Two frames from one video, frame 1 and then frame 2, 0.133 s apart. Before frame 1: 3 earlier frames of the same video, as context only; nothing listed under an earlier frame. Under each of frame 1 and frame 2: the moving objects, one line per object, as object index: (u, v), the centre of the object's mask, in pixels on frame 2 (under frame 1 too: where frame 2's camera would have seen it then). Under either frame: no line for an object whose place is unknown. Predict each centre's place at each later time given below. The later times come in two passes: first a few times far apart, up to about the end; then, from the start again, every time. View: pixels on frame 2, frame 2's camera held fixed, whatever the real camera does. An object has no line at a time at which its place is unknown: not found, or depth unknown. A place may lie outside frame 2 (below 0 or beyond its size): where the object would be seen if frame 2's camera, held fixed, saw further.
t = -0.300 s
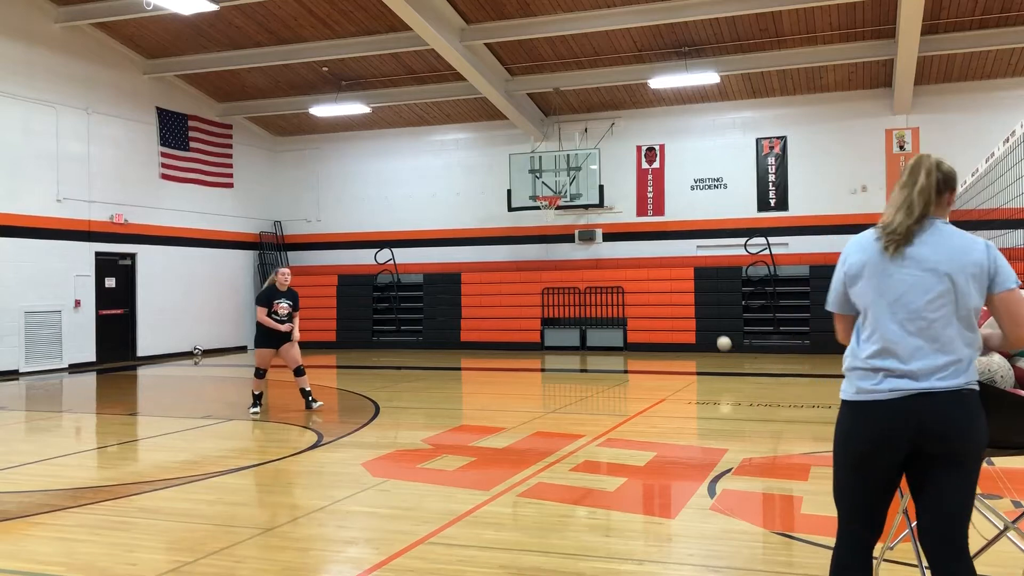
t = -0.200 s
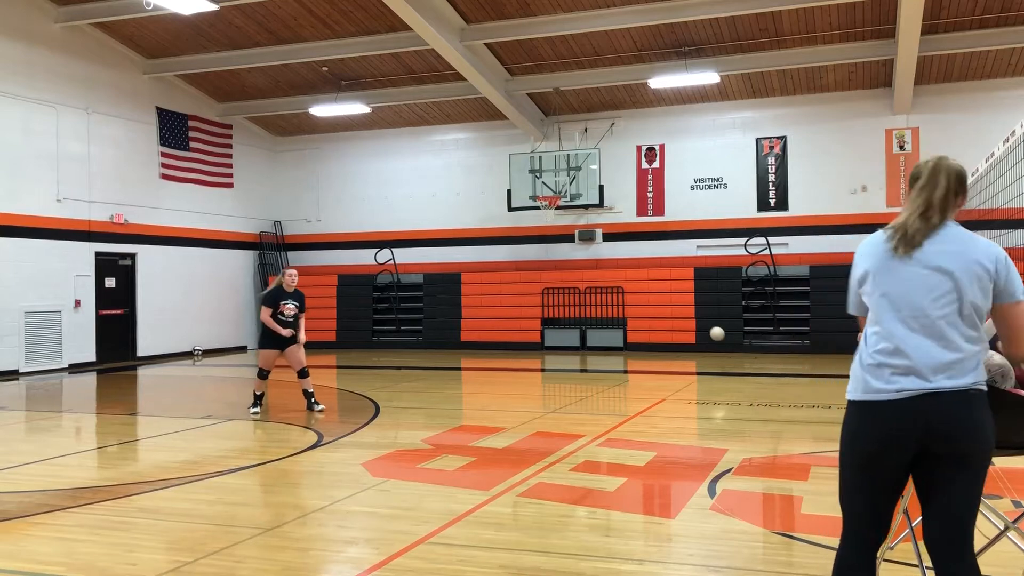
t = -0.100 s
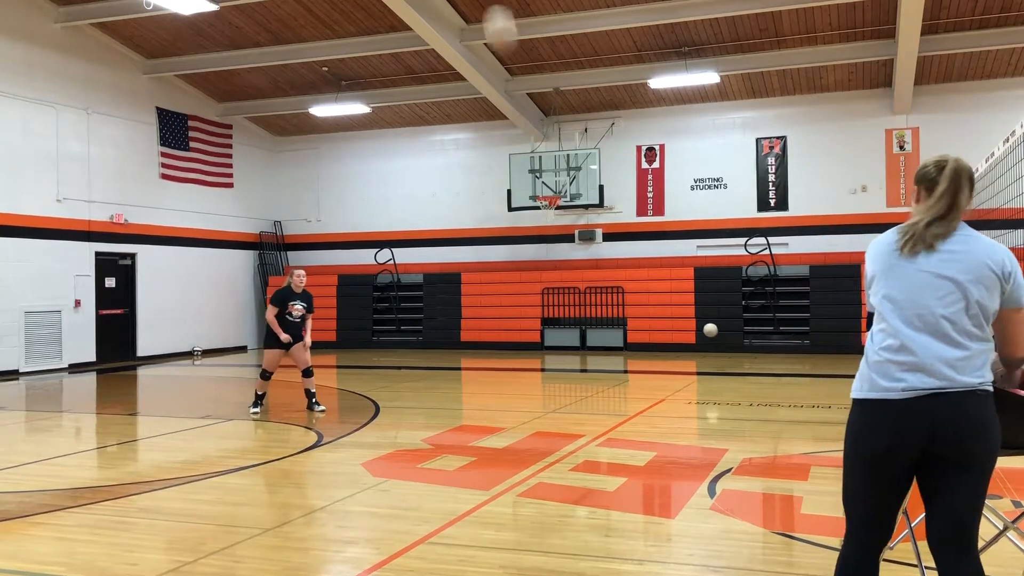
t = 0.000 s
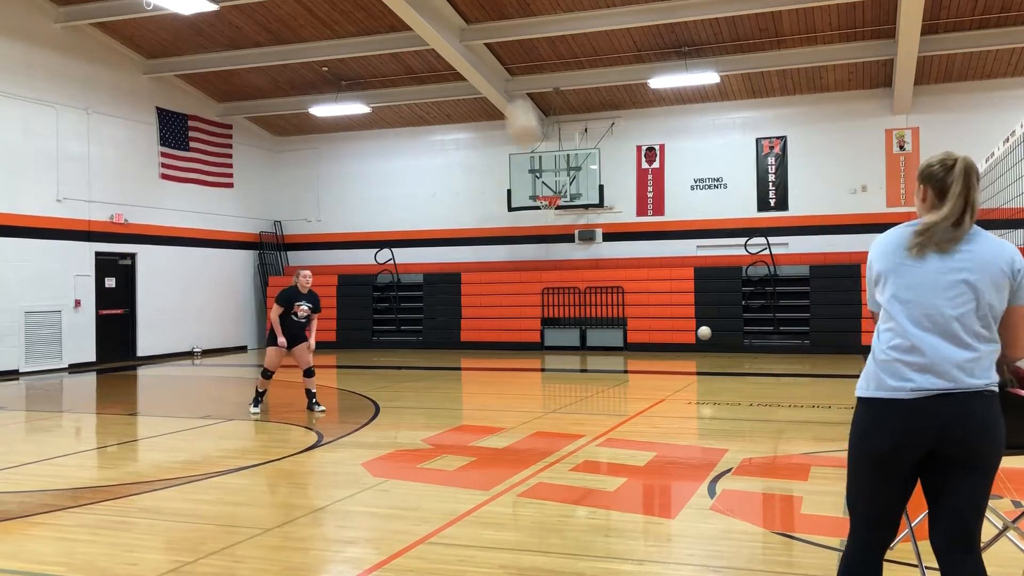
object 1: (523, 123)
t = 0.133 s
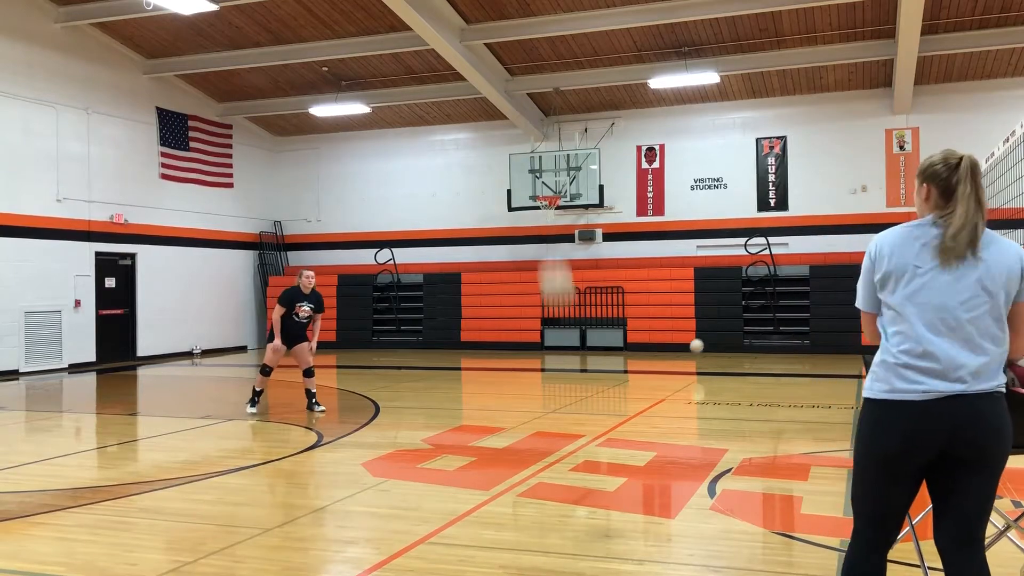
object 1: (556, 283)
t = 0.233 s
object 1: (585, 432)
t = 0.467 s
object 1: (601, 337)
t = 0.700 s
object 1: (602, 193)
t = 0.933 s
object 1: (606, 149)
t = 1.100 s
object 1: (608, 178)
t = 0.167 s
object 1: (565, 327)
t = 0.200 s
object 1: (574, 375)
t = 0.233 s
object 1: (585, 432)
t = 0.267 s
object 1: (596, 484)
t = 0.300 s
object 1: (602, 511)
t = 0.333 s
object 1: (602, 466)
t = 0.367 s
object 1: (601, 430)
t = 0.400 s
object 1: (601, 396)
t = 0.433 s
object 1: (602, 366)
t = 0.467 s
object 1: (601, 337)
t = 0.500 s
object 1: (601, 310)
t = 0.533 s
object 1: (601, 286)
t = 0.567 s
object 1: (601, 263)
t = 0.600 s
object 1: (601, 241)
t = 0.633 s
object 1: (601, 224)
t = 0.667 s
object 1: (602, 208)
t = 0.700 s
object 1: (602, 193)
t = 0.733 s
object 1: (602, 181)
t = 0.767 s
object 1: (603, 170)
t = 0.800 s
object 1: (604, 161)
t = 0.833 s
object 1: (604, 155)
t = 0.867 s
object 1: (605, 151)
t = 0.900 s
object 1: (605, 149)
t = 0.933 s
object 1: (606, 149)
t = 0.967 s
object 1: (606, 151)
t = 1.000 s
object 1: (607, 154)
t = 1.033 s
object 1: (608, 160)
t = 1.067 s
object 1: (608, 168)
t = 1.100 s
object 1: (608, 178)
